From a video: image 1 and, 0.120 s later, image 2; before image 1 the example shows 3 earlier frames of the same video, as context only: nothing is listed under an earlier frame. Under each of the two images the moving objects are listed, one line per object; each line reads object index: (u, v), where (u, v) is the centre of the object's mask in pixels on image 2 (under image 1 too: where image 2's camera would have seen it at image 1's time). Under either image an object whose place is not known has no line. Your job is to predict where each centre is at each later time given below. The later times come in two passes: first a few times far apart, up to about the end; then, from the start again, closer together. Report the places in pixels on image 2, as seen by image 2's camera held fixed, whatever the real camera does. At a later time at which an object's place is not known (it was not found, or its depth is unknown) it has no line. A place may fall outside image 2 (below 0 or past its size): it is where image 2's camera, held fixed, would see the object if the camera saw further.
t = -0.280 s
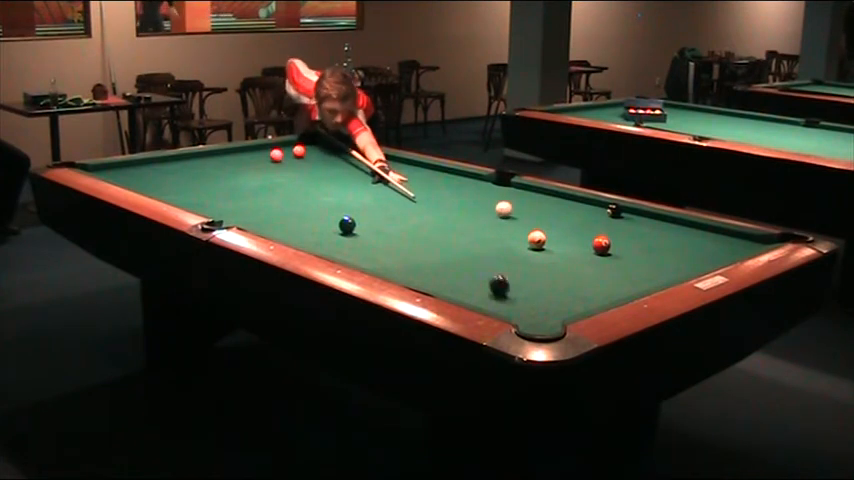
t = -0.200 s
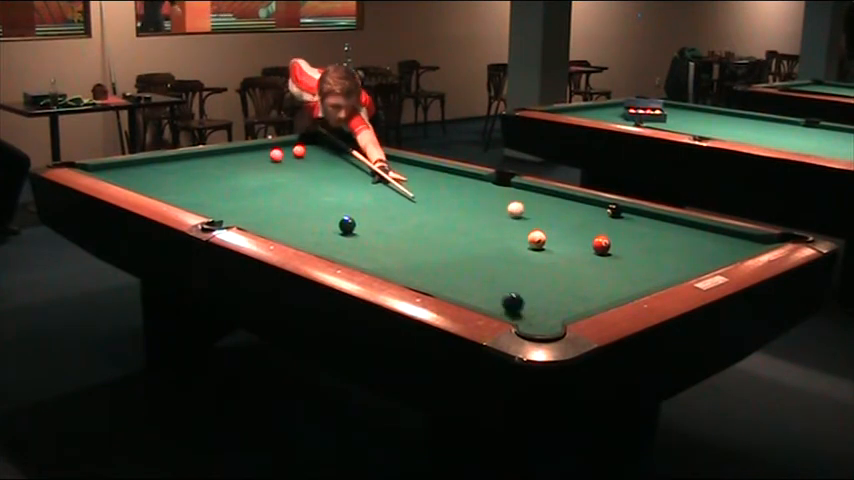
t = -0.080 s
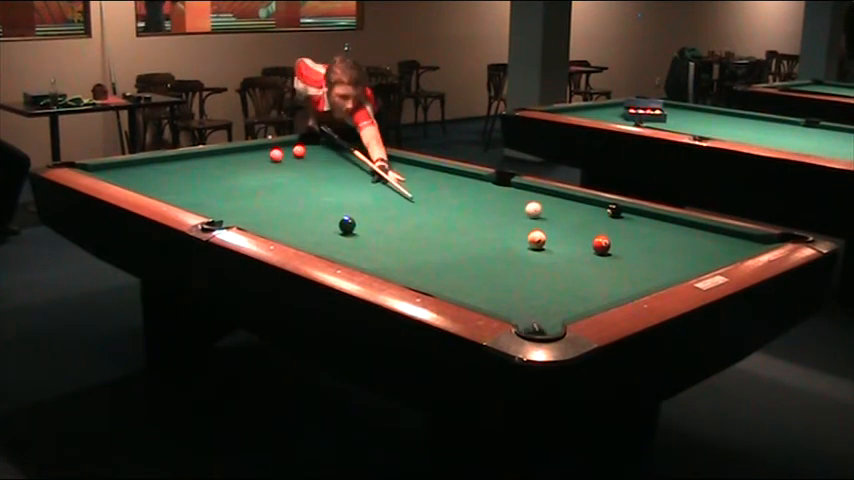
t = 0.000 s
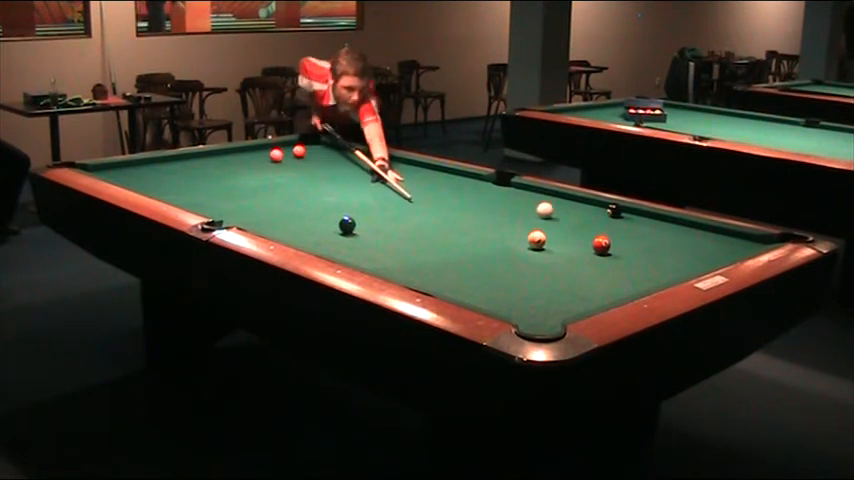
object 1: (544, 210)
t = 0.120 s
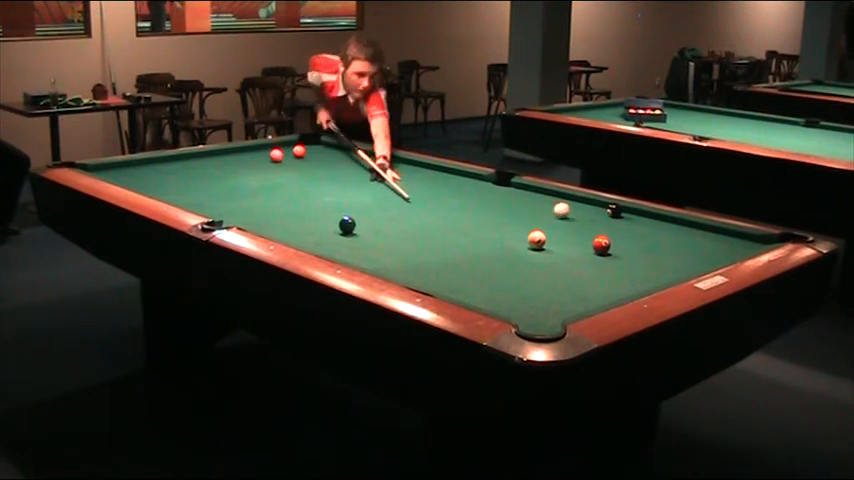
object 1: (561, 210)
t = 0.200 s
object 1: (573, 210)
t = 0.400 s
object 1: (600, 212)
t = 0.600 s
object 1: (616, 213)
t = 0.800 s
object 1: (631, 215)
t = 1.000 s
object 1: (646, 218)
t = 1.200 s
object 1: (659, 220)
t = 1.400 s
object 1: (671, 221)
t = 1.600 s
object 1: (684, 223)
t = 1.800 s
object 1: (695, 225)
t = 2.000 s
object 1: (706, 227)
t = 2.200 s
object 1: (714, 228)
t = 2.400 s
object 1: (720, 230)
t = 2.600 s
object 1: (725, 231)
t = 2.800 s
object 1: (729, 233)
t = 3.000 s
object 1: (733, 234)
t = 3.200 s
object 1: (736, 235)
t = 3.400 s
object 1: (739, 236)
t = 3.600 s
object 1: (741, 236)
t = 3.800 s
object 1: (743, 237)
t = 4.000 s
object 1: (744, 237)
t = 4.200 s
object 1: (744, 237)
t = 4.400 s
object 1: (743, 237)
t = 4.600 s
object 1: (744, 237)
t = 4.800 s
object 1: (744, 237)
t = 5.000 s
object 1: (744, 237)
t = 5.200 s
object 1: (744, 237)
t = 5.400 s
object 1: (744, 237)
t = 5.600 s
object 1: (744, 237)
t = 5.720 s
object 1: (744, 237)
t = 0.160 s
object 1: (567, 210)
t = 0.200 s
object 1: (573, 210)
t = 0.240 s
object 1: (578, 210)
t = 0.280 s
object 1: (583, 210)
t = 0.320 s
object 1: (589, 211)
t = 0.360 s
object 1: (594, 211)
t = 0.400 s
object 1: (600, 212)
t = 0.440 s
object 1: (605, 212)
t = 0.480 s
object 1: (607, 212)
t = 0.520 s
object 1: (611, 212)
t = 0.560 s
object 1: (614, 212)
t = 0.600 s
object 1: (616, 213)
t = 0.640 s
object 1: (619, 214)
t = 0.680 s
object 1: (622, 214)
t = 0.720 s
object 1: (625, 215)
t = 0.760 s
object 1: (628, 215)
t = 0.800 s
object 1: (631, 215)
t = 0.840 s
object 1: (634, 216)
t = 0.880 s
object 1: (637, 216)
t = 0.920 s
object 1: (640, 217)
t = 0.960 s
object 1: (643, 217)
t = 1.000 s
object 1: (646, 218)
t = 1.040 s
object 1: (648, 218)
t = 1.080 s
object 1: (651, 218)
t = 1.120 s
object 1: (654, 219)
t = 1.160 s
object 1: (657, 219)
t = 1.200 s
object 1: (659, 220)
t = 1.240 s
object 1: (661, 220)
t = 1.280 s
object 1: (664, 220)
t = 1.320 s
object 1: (667, 221)
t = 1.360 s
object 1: (669, 221)
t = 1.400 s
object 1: (671, 221)
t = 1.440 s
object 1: (674, 222)
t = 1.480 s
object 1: (676, 222)
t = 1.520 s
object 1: (679, 222)
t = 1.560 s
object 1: (682, 223)
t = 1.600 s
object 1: (684, 223)
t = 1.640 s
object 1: (687, 224)
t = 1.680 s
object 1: (689, 224)
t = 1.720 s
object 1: (691, 224)
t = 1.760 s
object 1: (693, 225)
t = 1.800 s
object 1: (695, 225)
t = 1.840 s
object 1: (698, 225)
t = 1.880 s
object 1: (700, 226)
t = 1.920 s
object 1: (702, 226)
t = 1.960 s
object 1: (704, 226)
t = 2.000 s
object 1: (706, 227)
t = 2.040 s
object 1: (708, 227)
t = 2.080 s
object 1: (710, 227)
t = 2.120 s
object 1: (712, 228)
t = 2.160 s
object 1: (713, 228)
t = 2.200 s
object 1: (714, 228)
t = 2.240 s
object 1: (715, 229)
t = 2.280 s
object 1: (716, 229)
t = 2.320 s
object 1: (717, 229)
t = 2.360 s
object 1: (718, 230)
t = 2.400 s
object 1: (720, 230)
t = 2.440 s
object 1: (721, 230)
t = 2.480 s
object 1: (722, 231)
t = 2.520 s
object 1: (723, 231)
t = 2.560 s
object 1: (724, 231)
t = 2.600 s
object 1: (725, 231)
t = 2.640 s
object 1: (725, 232)
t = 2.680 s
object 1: (726, 232)
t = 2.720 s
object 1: (727, 232)
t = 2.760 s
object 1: (728, 233)
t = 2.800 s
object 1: (729, 233)
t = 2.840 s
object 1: (730, 233)
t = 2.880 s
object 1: (731, 233)
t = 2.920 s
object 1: (731, 234)
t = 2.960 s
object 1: (732, 234)
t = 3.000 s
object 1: (733, 234)
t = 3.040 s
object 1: (734, 234)
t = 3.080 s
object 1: (734, 234)
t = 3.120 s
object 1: (735, 235)
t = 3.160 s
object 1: (736, 235)
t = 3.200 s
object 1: (736, 235)
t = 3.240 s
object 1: (737, 235)
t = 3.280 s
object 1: (738, 235)
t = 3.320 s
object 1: (738, 236)
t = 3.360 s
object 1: (739, 236)
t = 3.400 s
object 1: (739, 236)
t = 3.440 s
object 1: (739, 236)
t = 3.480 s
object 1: (740, 236)
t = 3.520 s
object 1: (740, 236)
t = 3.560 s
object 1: (741, 236)
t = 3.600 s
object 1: (741, 236)
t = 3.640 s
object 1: (742, 236)
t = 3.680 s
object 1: (742, 236)
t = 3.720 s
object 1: (742, 236)
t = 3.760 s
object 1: (743, 236)
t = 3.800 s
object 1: (743, 237)
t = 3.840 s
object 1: (743, 237)
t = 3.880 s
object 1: (743, 237)
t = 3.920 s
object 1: (744, 236)
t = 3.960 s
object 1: (744, 237)
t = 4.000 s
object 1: (744, 237)
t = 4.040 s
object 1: (744, 237)
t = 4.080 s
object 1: (744, 237)
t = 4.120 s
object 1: (744, 237)
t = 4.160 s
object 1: (744, 237)
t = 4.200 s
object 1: (744, 237)
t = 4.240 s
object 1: (744, 237)
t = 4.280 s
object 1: (744, 237)
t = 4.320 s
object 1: (744, 237)
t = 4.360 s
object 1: (743, 237)
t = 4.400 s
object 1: (743, 237)
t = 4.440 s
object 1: (743, 237)
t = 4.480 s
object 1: (744, 237)
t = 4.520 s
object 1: (743, 237)
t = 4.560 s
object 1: (744, 237)
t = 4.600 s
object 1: (744, 237)
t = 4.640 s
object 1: (744, 237)
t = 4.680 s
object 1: (744, 237)
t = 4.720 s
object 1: (744, 237)
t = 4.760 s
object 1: (744, 237)
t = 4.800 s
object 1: (744, 237)
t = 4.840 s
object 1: (744, 237)
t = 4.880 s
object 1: (744, 237)
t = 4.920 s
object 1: (744, 237)
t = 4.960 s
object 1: (744, 237)
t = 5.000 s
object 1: (744, 237)
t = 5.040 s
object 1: (744, 237)
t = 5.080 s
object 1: (744, 237)
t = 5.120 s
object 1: (744, 237)
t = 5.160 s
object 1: (744, 237)
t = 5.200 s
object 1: (744, 237)
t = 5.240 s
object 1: (744, 237)
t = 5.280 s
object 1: (744, 237)
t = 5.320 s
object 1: (744, 237)
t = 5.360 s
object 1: (744, 237)
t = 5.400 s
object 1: (744, 237)
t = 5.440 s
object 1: (744, 237)
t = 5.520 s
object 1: (744, 237)
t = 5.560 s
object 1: (744, 237)
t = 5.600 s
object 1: (744, 237)
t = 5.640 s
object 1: (744, 237)
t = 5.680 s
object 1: (744, 237)
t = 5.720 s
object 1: (744, 237)
